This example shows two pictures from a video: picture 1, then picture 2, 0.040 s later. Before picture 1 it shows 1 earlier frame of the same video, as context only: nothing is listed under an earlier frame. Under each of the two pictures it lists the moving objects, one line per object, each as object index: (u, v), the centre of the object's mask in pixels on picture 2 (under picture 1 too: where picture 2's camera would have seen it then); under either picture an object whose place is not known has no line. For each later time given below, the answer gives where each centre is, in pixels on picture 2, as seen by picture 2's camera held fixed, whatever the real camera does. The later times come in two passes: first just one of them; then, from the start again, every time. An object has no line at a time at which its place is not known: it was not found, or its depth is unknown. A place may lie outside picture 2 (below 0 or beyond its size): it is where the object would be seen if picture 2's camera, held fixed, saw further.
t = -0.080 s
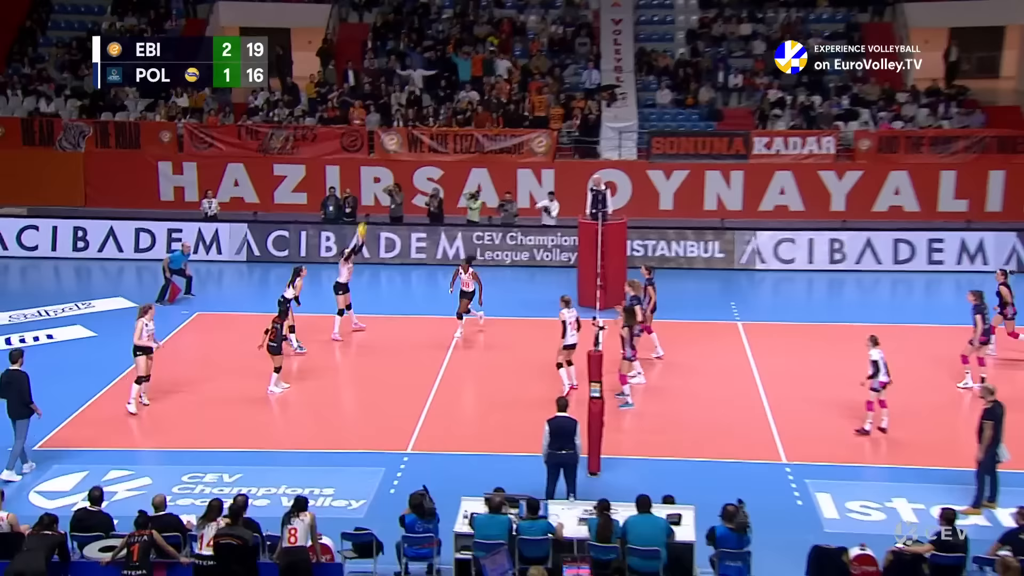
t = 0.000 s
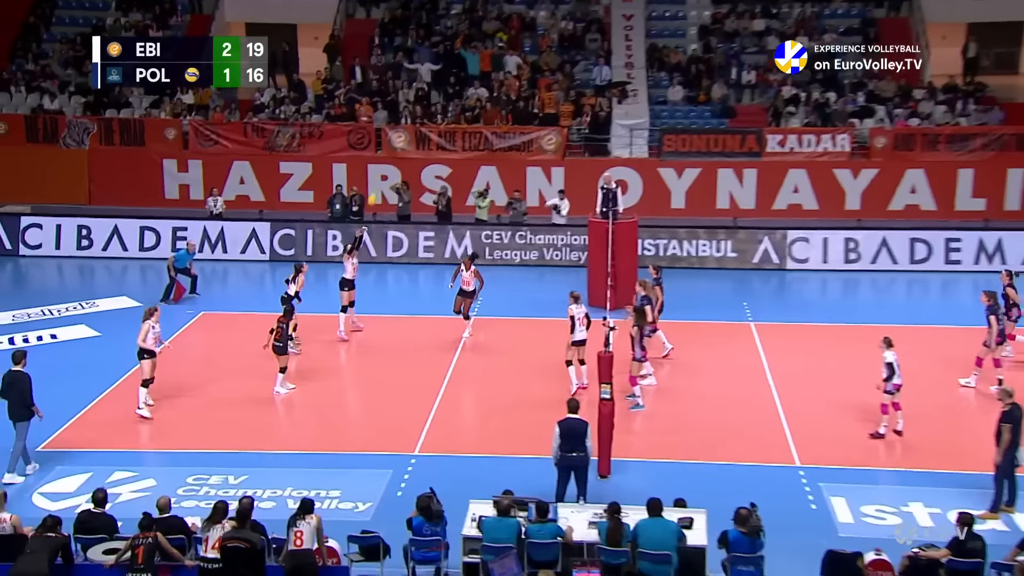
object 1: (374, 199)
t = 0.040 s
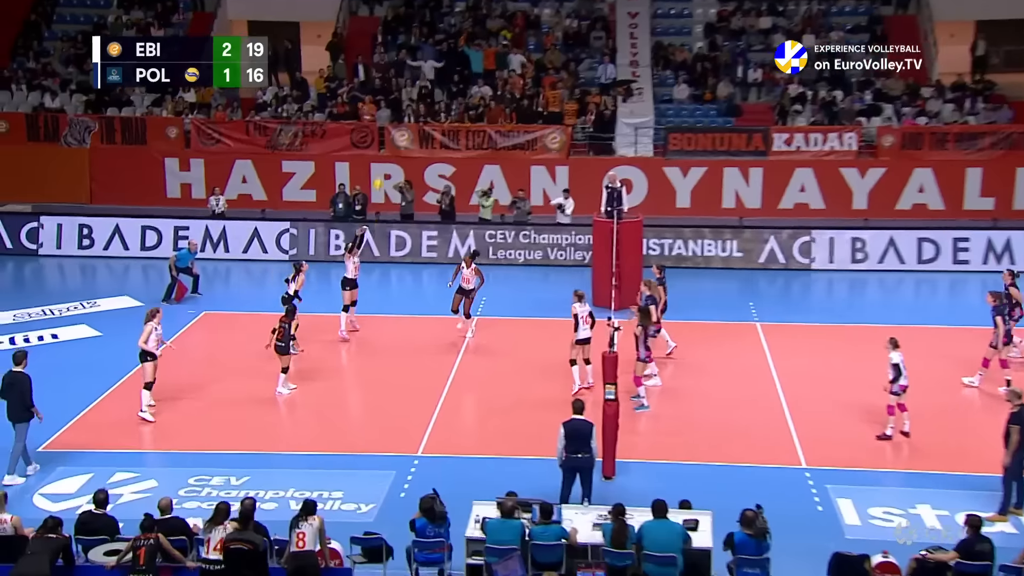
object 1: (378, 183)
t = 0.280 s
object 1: (392, 117)
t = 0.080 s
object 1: (380, 170)
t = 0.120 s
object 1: (382, 157)
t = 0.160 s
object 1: (384, 147)
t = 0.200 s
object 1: (387, 135)
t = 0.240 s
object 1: (389, 126)
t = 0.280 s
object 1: (392, 117)
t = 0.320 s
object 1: (395, 108)
